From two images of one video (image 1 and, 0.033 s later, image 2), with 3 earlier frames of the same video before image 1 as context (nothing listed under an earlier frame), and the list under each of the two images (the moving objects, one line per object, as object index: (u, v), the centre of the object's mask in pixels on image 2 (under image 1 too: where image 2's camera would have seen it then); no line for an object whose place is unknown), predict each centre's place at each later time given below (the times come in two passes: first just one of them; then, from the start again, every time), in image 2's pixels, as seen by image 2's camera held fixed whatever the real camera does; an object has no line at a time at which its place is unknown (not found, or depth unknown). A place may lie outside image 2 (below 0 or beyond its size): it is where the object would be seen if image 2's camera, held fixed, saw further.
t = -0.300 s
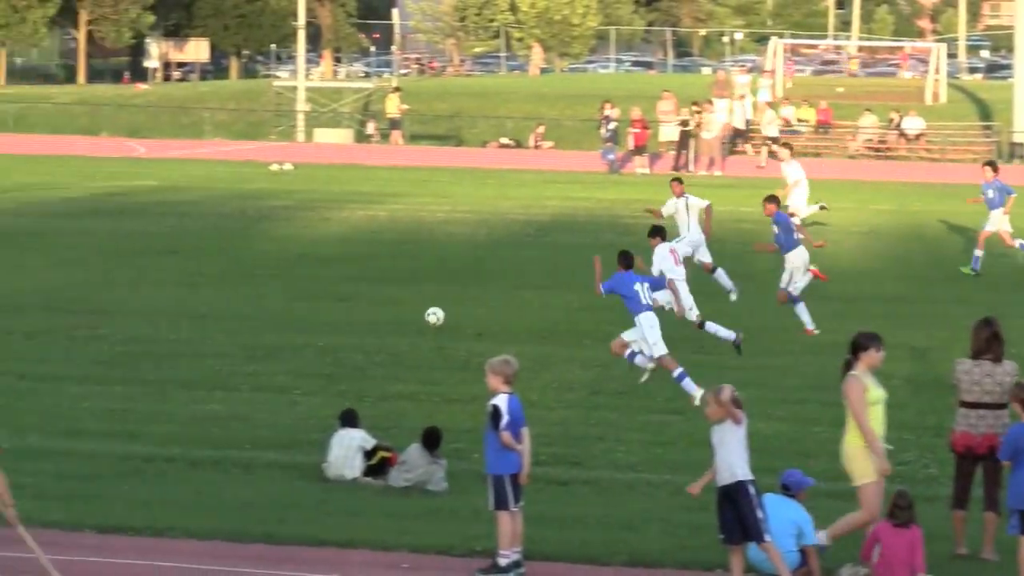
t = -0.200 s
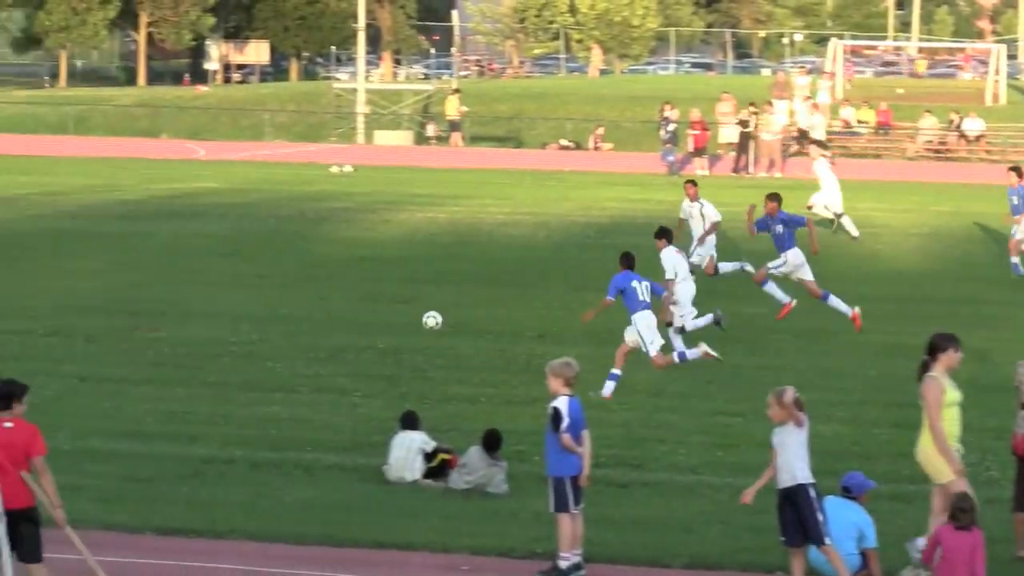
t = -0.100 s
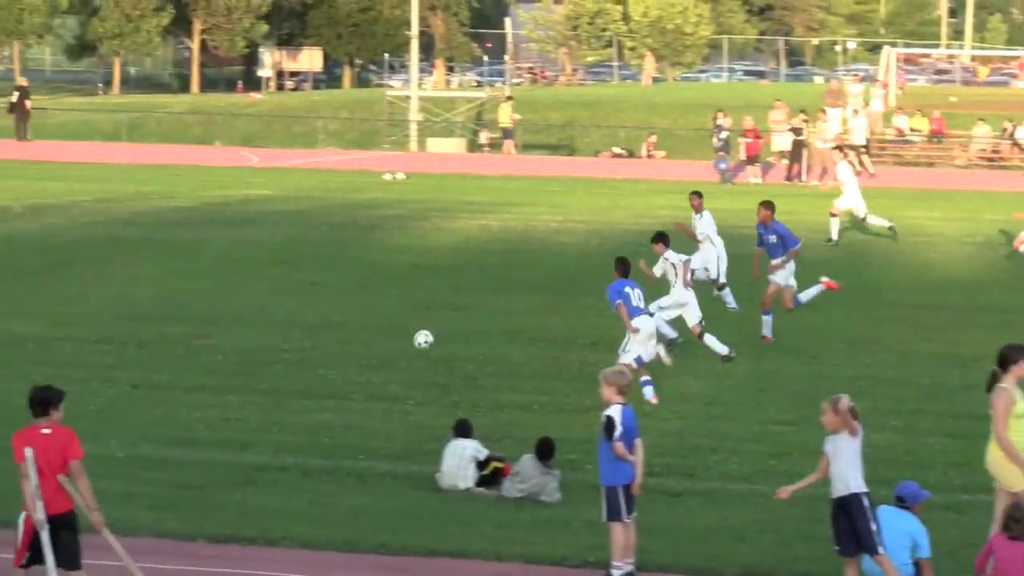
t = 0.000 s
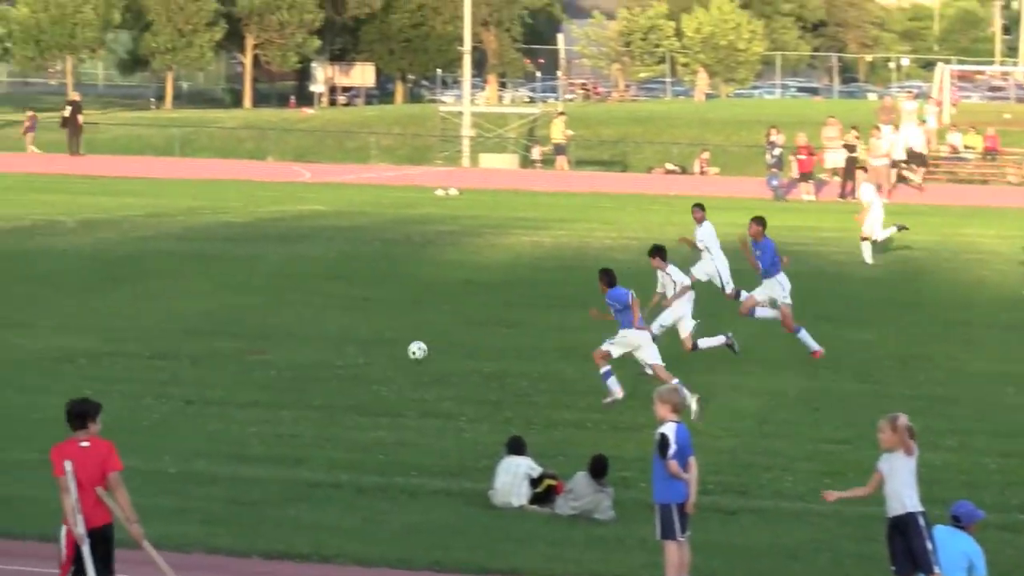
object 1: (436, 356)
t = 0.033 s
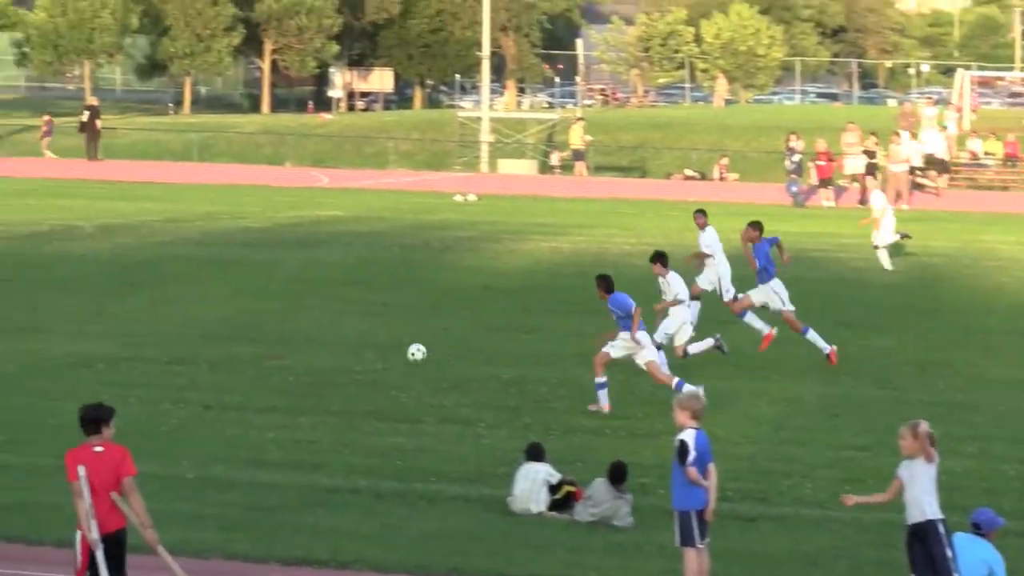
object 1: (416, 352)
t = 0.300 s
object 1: (268, 352)
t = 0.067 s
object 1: (397, 350)
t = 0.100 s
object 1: (378, 349)
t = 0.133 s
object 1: (359, 349)
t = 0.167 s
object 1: (341, 350)
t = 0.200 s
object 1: (323, 352)
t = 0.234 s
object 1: (304, 354)
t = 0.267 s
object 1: (285, 355)
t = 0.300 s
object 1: (268, 352)
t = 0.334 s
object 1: (250, 349)
